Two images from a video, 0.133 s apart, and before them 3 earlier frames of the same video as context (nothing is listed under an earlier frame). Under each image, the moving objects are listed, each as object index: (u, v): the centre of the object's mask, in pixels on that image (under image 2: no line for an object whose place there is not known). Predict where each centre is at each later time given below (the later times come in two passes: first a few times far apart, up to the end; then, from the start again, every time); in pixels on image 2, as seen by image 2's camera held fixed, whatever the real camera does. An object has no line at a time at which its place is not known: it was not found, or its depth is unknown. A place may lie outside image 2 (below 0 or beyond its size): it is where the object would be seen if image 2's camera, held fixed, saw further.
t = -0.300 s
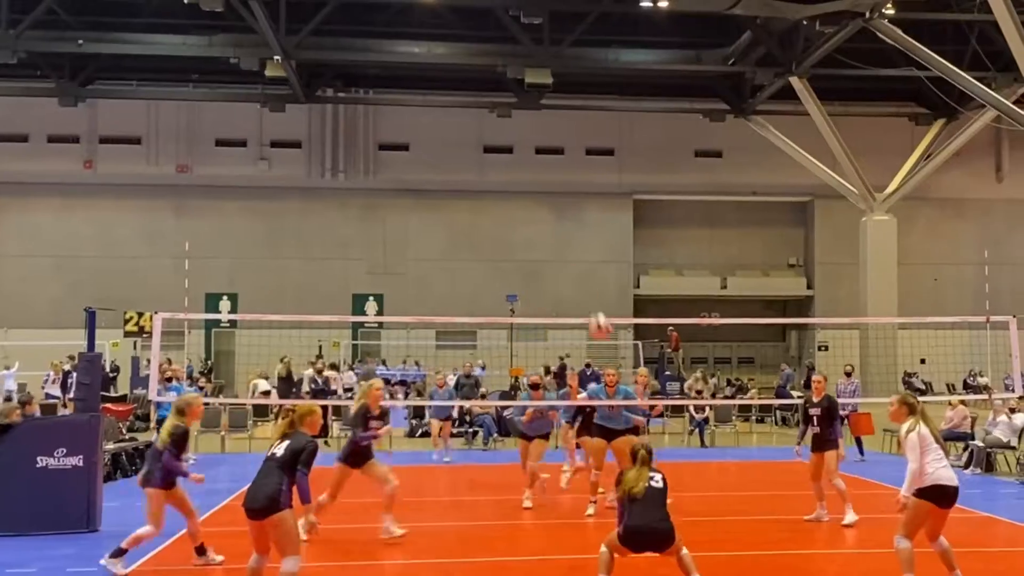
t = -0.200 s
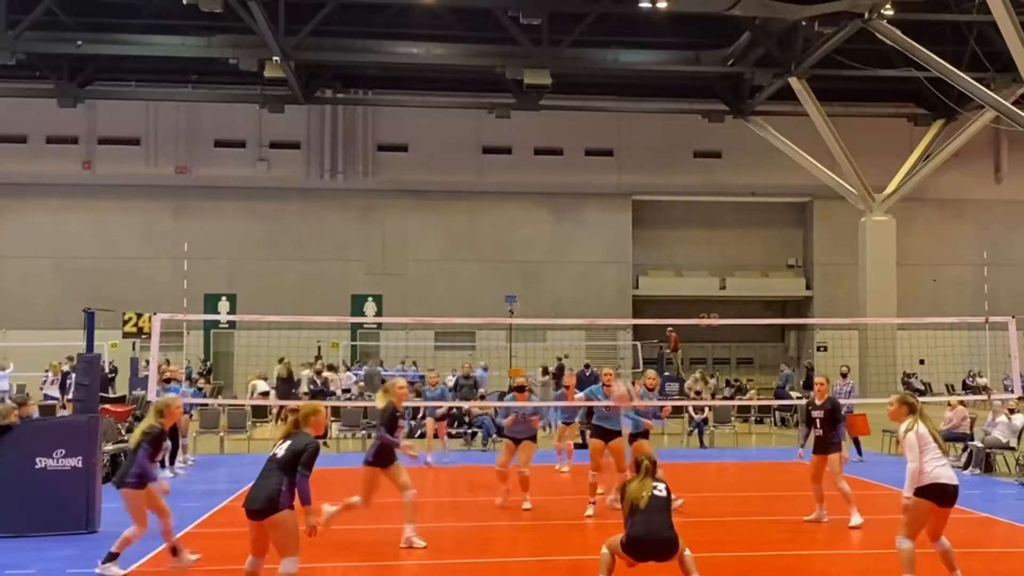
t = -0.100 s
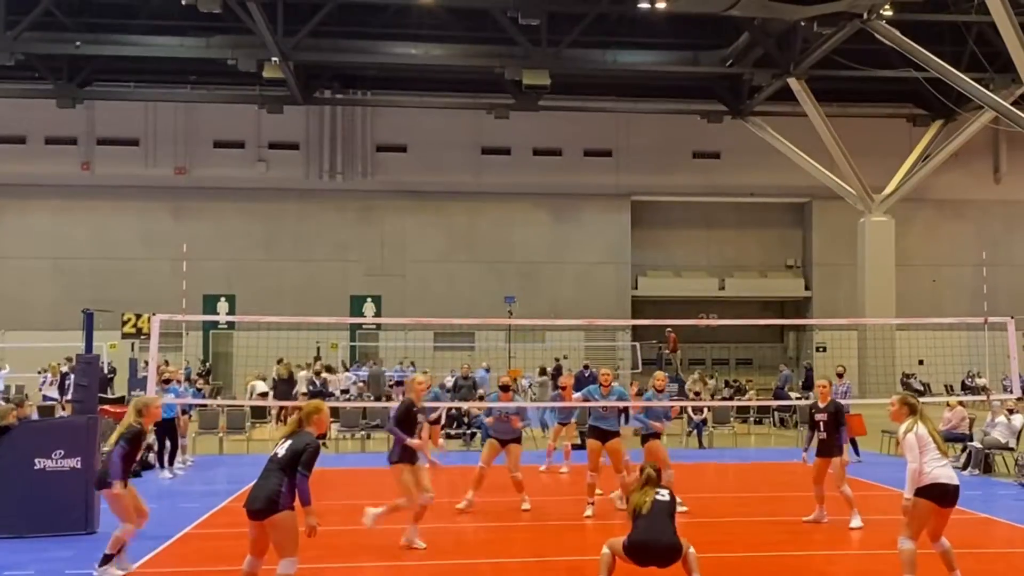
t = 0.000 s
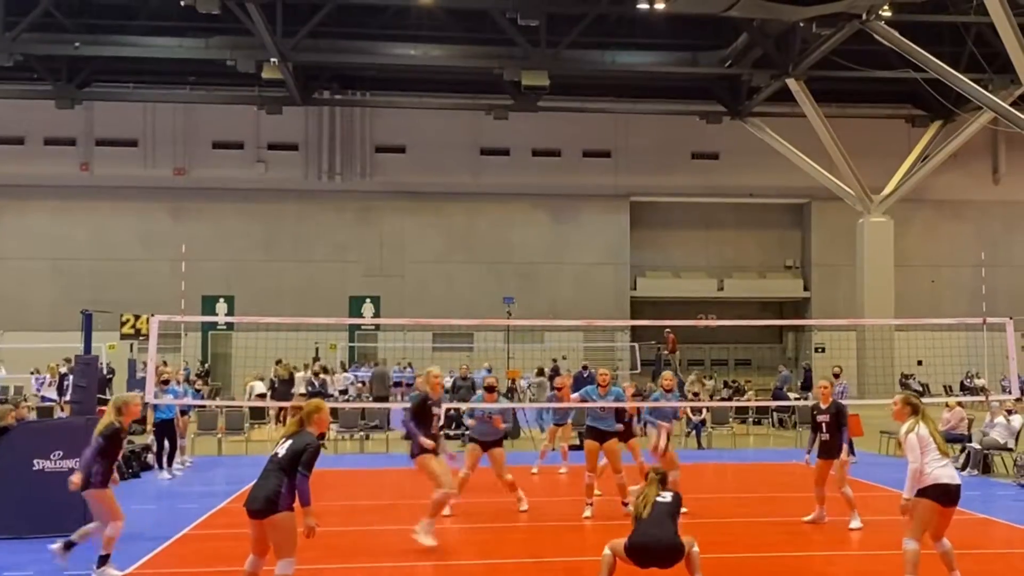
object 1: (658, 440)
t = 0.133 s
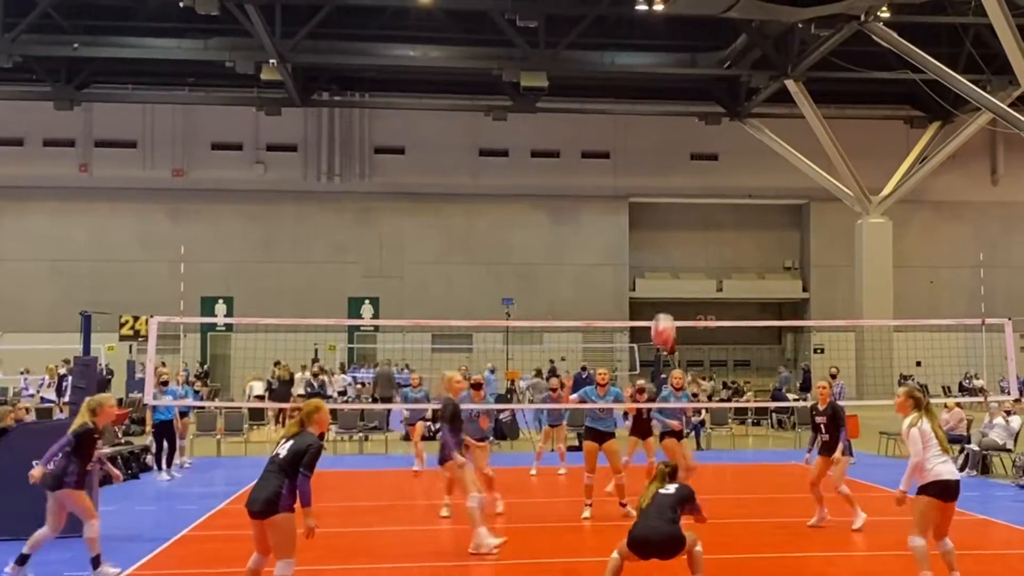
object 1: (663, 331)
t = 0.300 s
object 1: (669, 224)
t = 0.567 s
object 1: (678, 130)
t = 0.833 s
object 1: (686, 117)
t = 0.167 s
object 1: (665, 306)
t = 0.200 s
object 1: (665, 282)
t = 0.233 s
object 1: (667, 262)
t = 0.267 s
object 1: (668, 242)
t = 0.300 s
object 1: (669, 224)
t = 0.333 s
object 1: (670, 208)
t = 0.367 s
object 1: (672, 193)
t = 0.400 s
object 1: (672, 179)
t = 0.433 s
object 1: (674, 166)
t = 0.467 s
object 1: (674, 155)
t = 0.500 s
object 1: (676, 146)
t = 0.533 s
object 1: (677, 137)
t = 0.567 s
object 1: (678, 130)
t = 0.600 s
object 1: (679, 125)
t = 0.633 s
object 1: (680, 121)
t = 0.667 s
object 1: (681, 117)
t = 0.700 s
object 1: (682, 115)
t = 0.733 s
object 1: (682, 113)
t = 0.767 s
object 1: (684, 114)
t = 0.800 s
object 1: (685, 115)
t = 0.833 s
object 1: (686, 117)
